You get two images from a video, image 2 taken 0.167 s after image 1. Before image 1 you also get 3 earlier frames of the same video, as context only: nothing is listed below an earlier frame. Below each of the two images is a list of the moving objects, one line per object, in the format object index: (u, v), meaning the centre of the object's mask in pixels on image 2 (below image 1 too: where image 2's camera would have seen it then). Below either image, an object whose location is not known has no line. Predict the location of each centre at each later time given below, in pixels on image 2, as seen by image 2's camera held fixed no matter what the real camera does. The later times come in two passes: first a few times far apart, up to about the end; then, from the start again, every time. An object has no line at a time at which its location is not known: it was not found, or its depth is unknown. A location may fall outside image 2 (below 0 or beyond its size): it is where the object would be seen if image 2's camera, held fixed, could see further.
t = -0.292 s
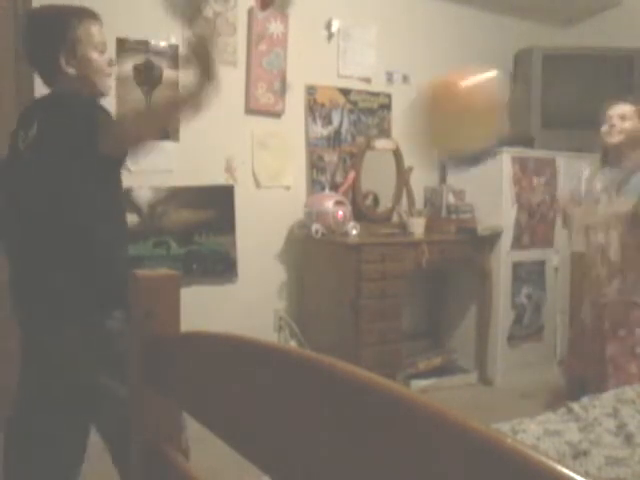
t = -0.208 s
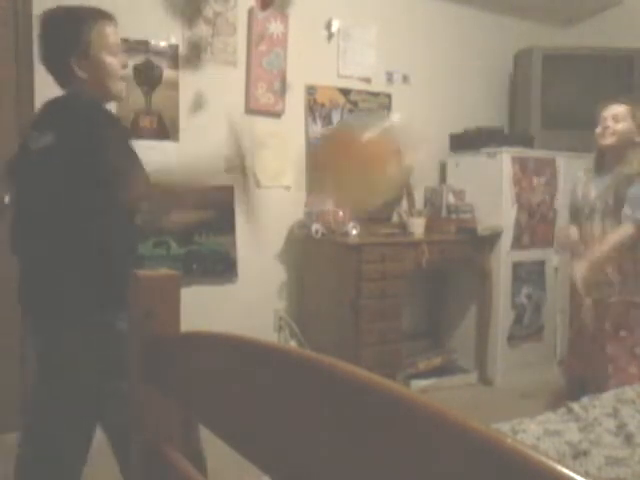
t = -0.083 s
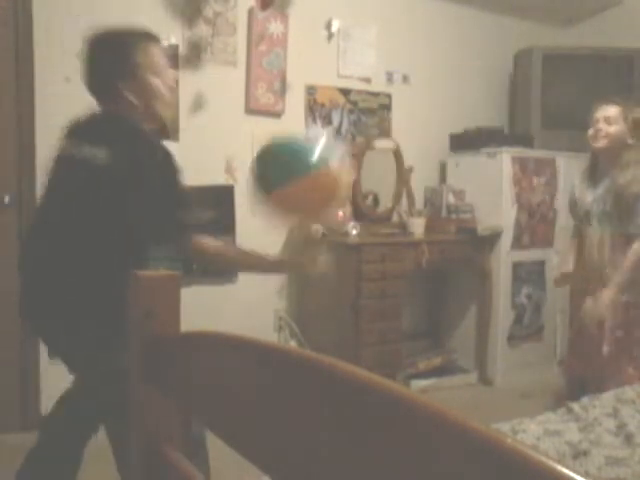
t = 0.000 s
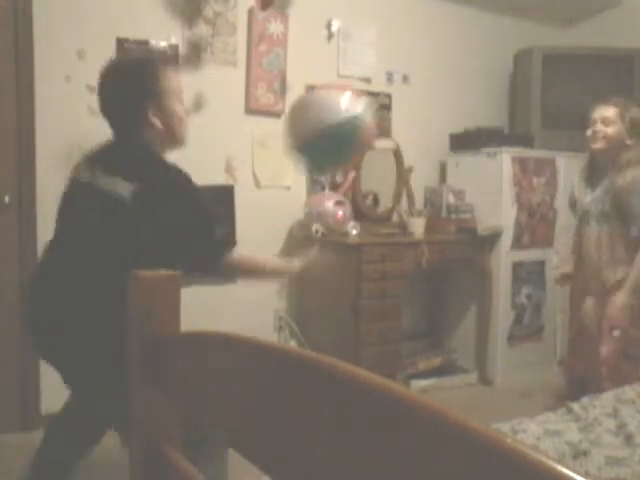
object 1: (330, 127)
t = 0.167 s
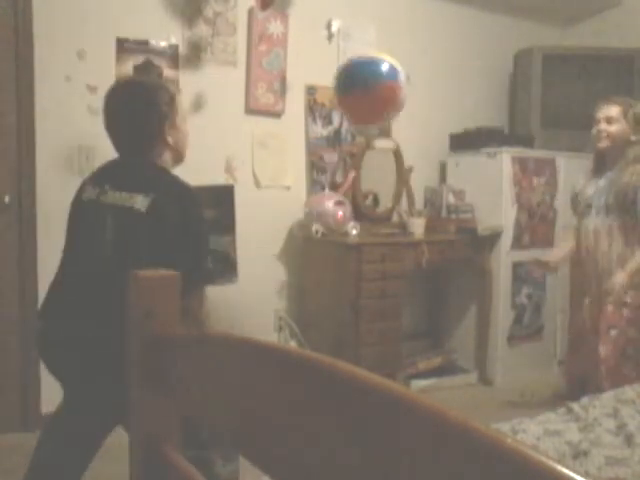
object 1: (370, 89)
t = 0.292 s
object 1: (389, 96)
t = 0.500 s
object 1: (410, 150)
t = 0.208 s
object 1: (378, 89)
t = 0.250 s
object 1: (383, 92)
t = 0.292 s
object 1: (389, 96)
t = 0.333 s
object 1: (394, 103)
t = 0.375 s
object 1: (399, 111)
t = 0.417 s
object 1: (404, 123)
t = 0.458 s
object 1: (408, 134)
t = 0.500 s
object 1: (410, 150)
